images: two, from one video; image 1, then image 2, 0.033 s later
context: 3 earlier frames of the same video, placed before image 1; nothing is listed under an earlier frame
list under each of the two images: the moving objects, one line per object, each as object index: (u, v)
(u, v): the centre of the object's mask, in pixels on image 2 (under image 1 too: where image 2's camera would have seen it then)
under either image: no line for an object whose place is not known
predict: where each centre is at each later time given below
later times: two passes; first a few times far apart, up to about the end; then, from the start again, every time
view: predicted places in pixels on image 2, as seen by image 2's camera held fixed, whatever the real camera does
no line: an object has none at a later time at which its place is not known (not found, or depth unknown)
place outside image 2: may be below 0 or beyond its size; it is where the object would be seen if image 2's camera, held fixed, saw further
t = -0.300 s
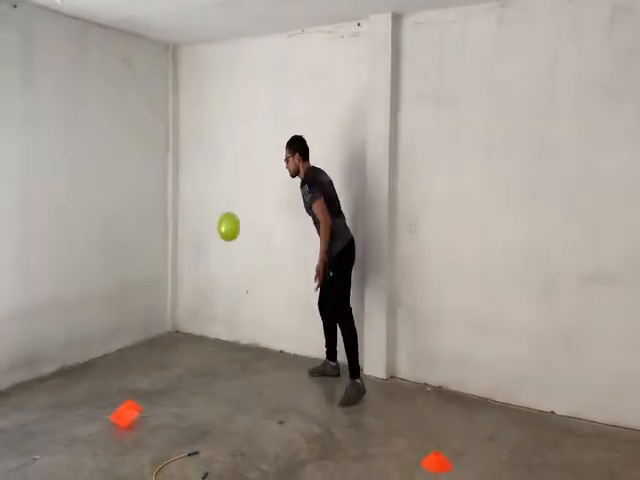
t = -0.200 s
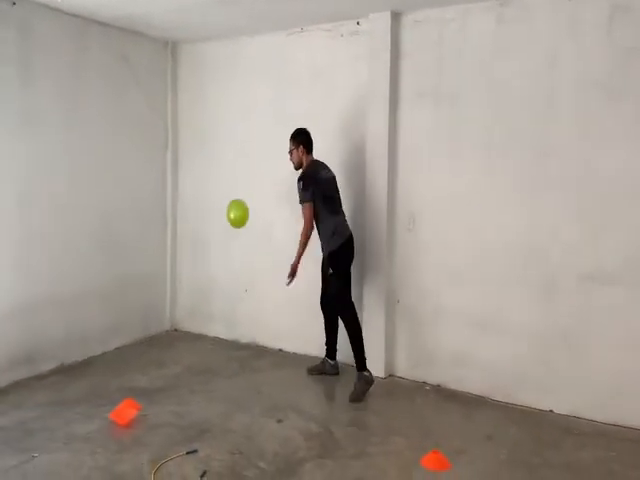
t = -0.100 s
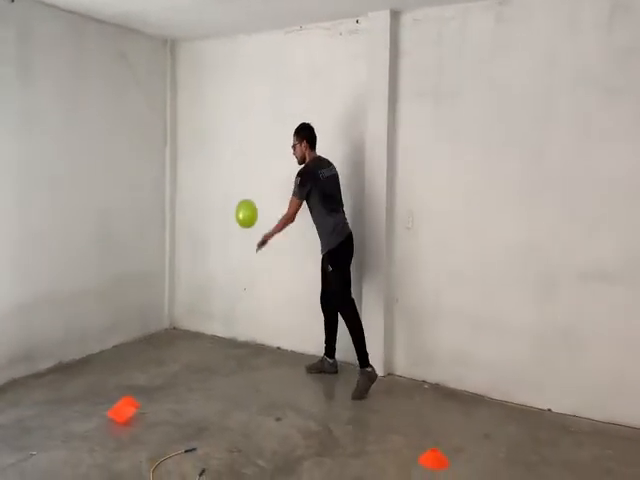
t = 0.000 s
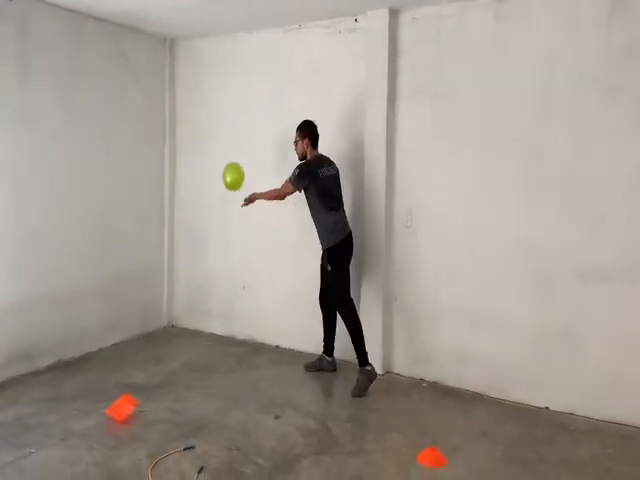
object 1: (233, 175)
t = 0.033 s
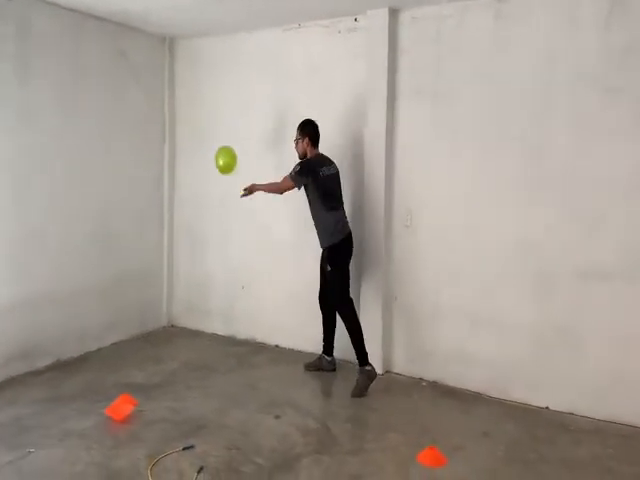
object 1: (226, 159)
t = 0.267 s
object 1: (179, 97)
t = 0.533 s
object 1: (133, 117)
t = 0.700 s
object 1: (143, 159)
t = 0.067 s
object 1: (219, 145)
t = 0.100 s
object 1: (212, 132)
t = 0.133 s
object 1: (205, 122)
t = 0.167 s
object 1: (198, 112)
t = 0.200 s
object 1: (192, 105)
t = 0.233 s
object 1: (185, 100)
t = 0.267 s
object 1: (179, 97)
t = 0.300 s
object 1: (173, 95)
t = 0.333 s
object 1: (167, 94)
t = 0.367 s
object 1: (162, 94)
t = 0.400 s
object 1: (155, 97)
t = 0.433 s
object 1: (150, 100)
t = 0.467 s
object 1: (144, 105)
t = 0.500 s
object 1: (138, 110)
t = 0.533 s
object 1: (133, 117)
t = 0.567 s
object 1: (128, 126)
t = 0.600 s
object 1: (131, 132)
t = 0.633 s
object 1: (135, 140)
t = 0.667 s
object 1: (138, 149)
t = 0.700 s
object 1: (143, 159)
